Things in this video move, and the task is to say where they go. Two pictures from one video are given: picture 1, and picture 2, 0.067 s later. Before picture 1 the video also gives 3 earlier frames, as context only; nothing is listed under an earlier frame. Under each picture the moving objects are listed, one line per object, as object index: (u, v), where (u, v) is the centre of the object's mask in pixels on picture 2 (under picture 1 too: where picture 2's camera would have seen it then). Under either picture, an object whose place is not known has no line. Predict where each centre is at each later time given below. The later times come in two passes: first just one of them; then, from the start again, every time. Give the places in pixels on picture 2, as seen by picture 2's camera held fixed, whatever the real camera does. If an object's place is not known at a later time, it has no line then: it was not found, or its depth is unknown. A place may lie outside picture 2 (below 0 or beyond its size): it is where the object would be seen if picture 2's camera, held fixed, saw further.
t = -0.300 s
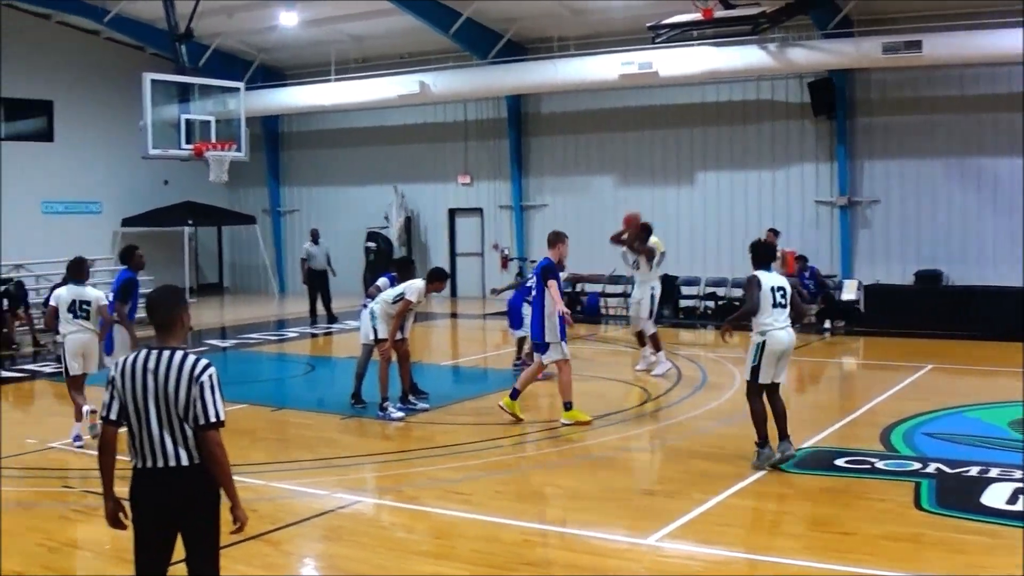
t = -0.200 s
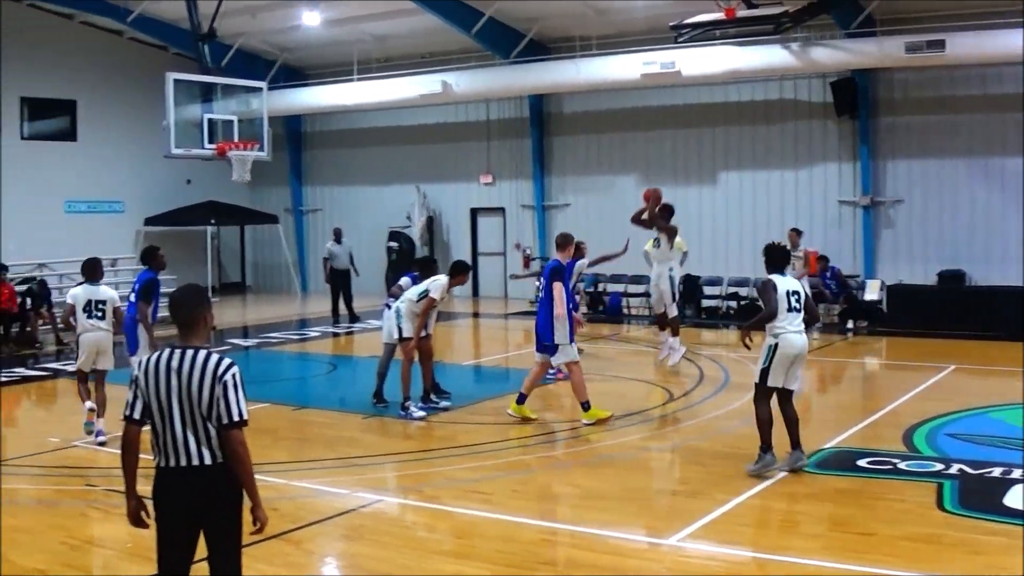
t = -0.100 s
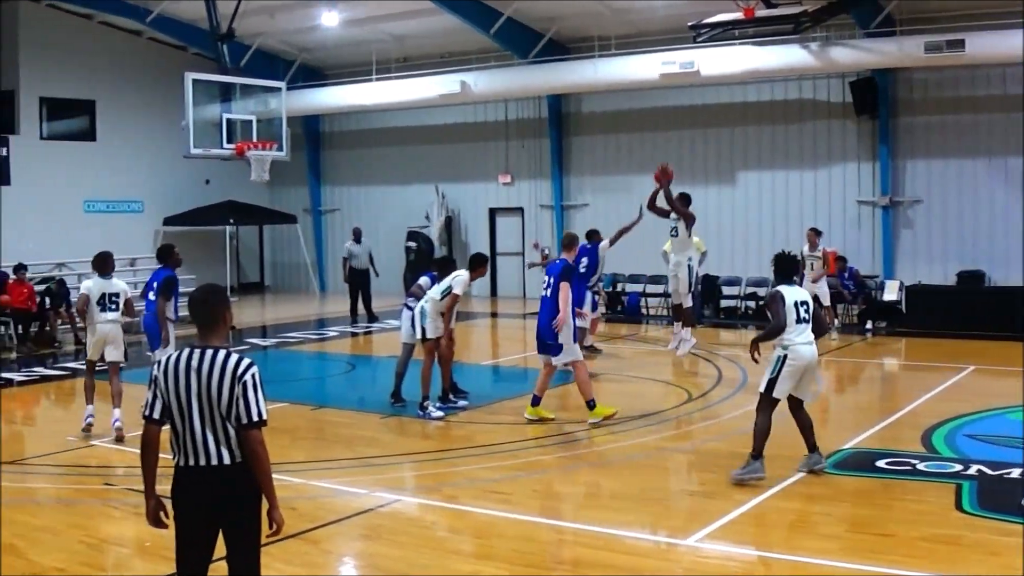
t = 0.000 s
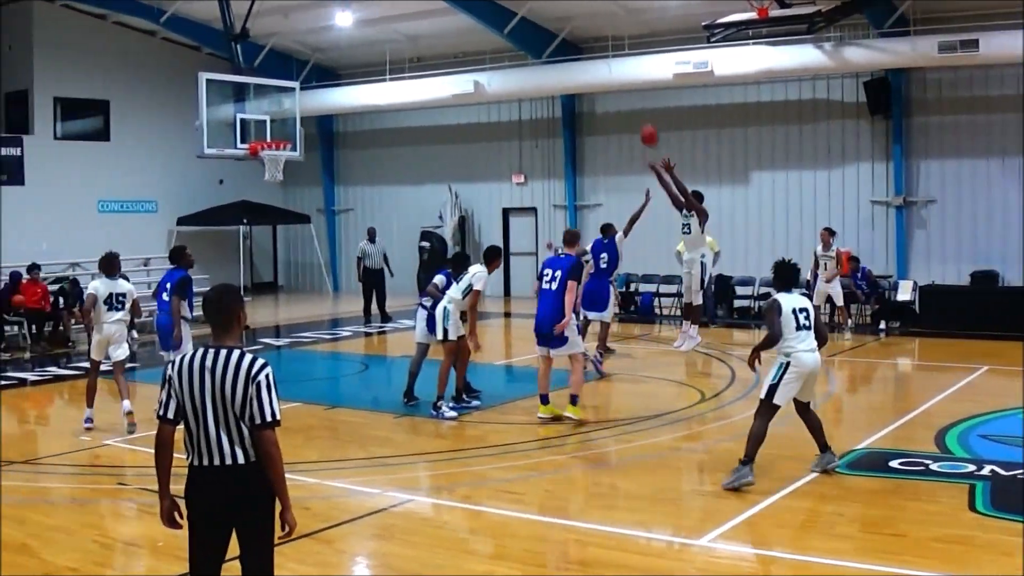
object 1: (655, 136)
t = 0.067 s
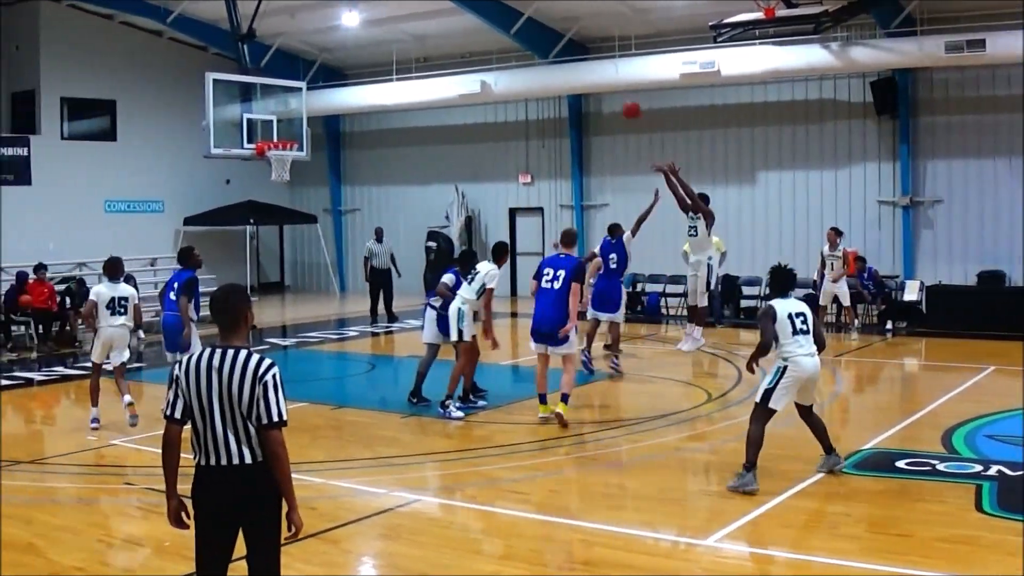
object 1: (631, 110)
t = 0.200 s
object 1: (585, 67)
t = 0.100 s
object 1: (620, 98)
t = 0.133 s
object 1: (608, 87)
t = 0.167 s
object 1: (597, 77)
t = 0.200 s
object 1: (585, 67)
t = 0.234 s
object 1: (574, 58)
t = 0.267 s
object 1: (563, 51)
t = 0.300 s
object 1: (551, 44)
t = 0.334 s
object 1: (541, 39)
